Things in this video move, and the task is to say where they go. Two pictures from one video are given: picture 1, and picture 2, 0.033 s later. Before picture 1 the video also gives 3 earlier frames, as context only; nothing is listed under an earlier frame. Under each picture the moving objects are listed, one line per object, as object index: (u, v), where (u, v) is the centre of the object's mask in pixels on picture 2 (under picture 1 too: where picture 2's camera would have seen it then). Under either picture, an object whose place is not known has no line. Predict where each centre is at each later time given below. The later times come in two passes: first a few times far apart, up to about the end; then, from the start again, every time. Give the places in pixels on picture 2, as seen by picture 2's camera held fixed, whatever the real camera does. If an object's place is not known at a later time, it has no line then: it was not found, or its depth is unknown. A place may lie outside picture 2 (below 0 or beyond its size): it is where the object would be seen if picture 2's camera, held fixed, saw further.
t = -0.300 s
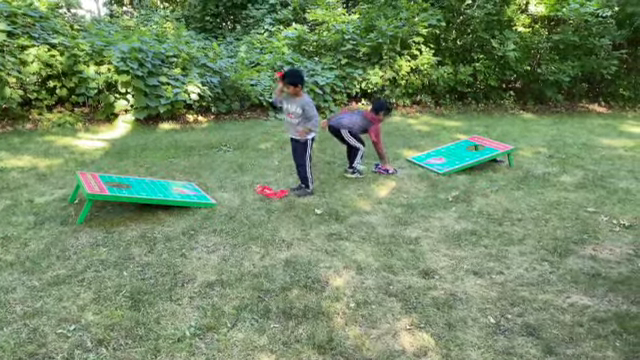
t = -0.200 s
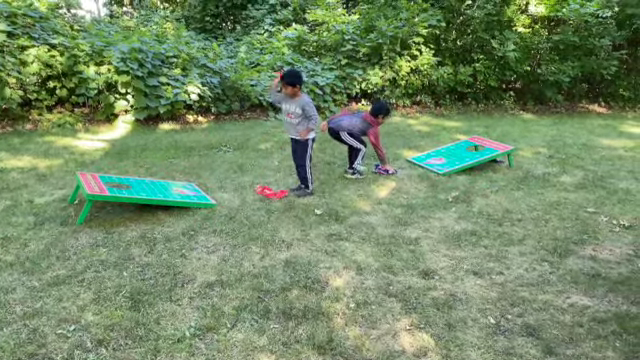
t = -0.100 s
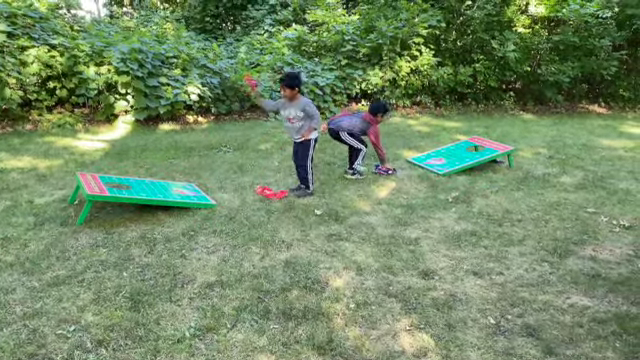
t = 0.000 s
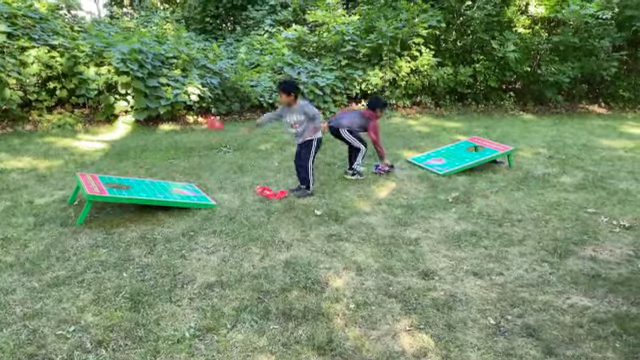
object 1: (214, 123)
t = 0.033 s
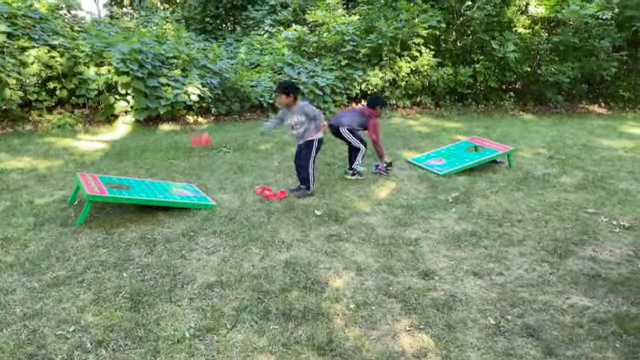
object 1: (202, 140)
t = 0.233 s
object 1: (164, 187)
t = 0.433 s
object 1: (164, 188)
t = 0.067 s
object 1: (187, 158)
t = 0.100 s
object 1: (174, 176)
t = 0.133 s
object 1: (164, 188)
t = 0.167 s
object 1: (165, 187)
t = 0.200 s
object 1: (164, 187)
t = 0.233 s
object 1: (164, 187)
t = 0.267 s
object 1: (164, 188)
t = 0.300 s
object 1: (164, 188)
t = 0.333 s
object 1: (164, 188)
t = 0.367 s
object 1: (164, 188)
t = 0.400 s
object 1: (164, 188)
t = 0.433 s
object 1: (164, 188)
